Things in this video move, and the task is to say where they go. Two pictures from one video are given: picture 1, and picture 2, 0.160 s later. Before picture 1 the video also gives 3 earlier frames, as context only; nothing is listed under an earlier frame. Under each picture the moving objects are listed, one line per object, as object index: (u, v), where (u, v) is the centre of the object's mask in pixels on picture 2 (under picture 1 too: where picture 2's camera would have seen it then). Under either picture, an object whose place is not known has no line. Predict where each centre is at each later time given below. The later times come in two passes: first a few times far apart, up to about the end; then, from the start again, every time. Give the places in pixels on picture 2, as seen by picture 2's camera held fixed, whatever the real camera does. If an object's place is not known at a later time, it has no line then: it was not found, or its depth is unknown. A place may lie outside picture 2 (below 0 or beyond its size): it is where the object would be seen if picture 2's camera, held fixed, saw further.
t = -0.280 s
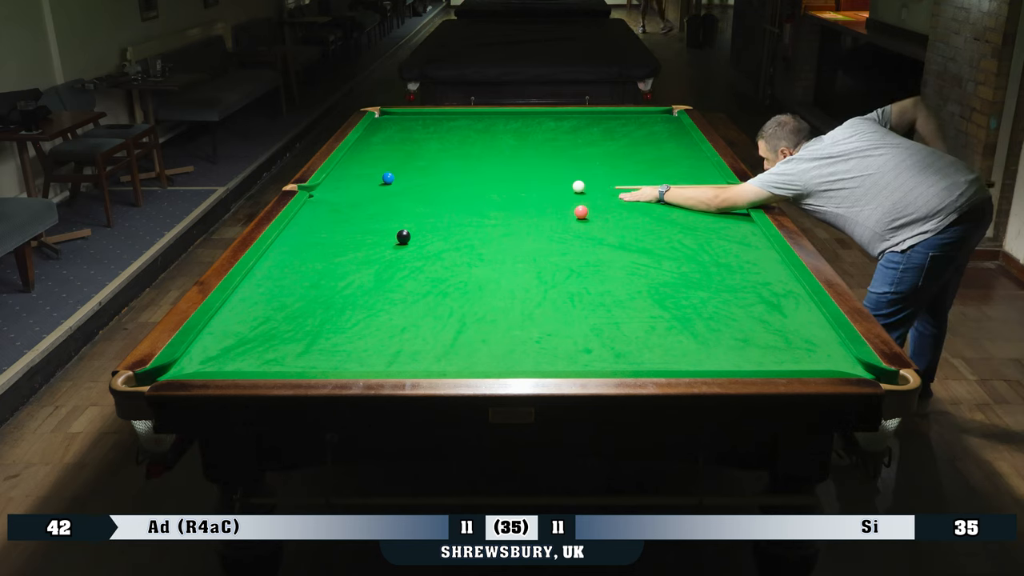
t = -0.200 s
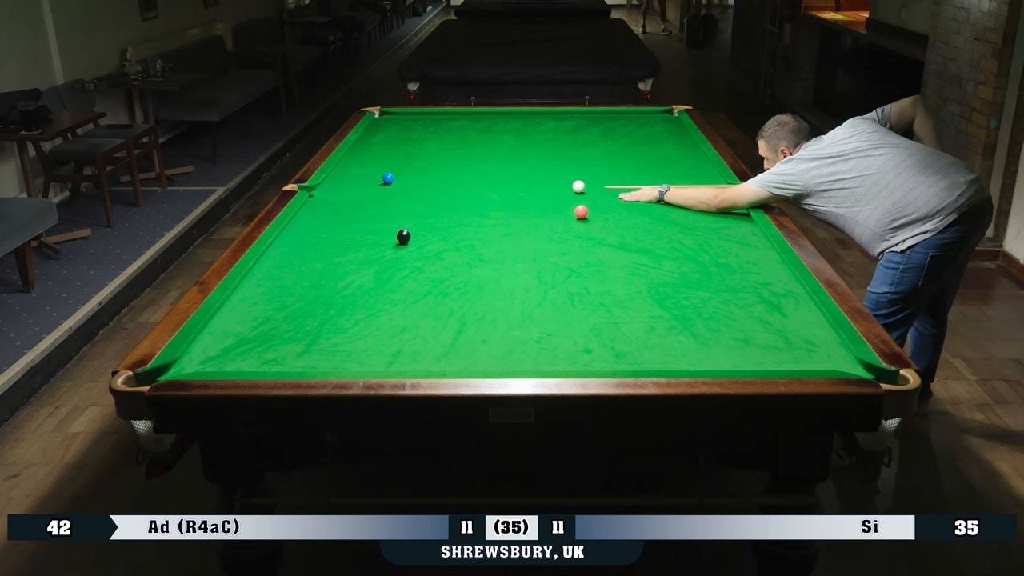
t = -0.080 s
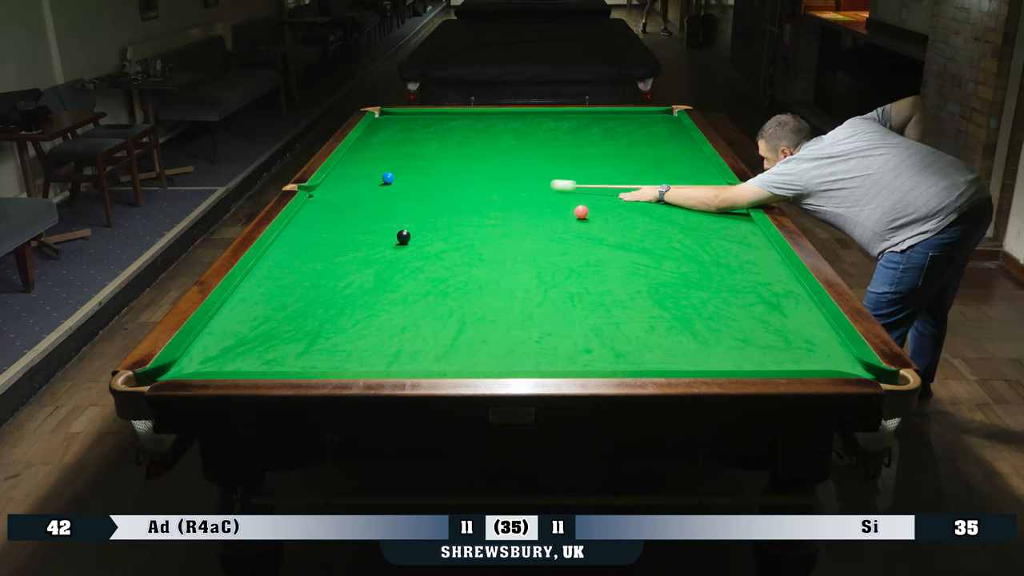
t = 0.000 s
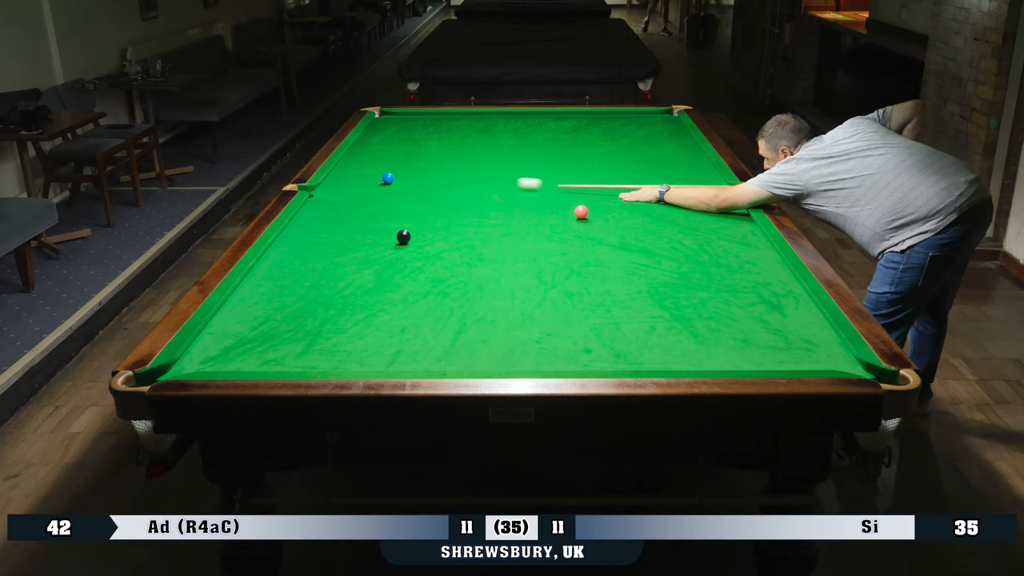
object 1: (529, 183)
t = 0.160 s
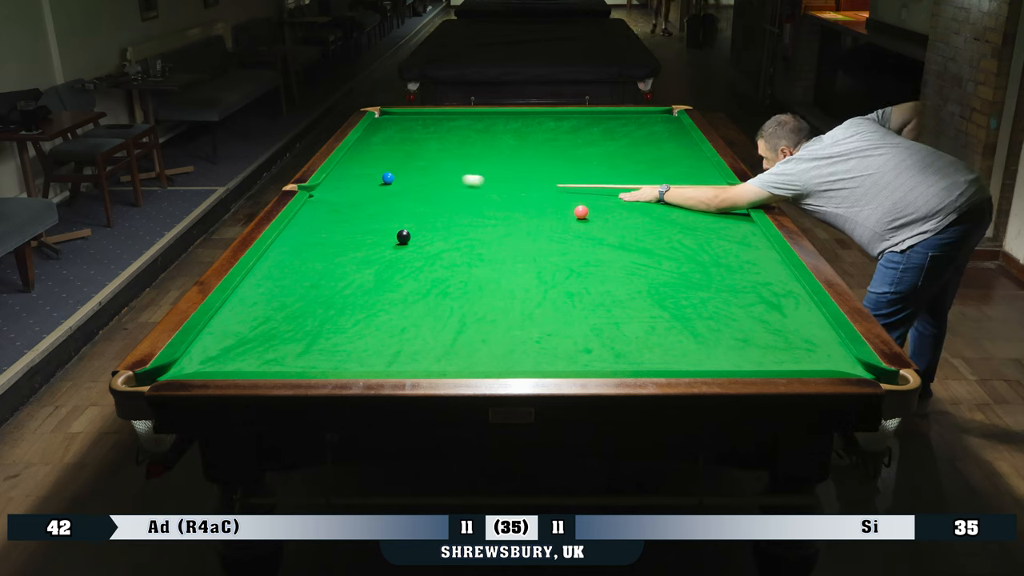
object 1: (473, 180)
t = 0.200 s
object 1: (460, 179)
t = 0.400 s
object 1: (400, 176)
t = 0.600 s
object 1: (372, 168)
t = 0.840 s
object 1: (346, 160)
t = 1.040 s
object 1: (370, 155)
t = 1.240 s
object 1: (390, 151)
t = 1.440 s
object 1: (409, 146)
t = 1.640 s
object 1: (427, 142)
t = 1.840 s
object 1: (443, 138)
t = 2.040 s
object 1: (458, 135)
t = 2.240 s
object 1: (472, 131)
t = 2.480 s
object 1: (487, 128)
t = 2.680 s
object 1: (499, 125)
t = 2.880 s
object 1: (510, 122)
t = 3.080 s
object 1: (520, 120)
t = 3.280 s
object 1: (529, 118)
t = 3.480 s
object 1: (537, 116)
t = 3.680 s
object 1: (545, 114)
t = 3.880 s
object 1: (552, 112)
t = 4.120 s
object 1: (558, 112)
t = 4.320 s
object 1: (563, 113)
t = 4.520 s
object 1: (567, 114)
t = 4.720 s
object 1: (570, 115)
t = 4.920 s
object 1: (573, 115)
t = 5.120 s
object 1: (575, 115)
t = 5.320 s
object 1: (577, 116)
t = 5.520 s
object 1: (578, 116)
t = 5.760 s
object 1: (578, 116)
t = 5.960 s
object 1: (578, 116)
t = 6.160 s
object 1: (578, 116)
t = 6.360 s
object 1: (578, 116)
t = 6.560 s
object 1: (578, 116)
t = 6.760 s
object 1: (578, 116)
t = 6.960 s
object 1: (578, 116)
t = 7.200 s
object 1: (578, 116)
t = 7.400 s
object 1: (578, 116)
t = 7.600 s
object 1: (578, 116)
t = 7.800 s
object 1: (578, 116)
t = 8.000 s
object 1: (578, 116)
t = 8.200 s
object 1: (578, 116)
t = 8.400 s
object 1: (578, 116)
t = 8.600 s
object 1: (578, 116)
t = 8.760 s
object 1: (578, 116)
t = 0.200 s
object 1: (460, 179)
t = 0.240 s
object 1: (447, 178)
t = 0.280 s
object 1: (435, 178)
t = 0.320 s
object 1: (423, 177)
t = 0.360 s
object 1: (410, 177)
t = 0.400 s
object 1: (400, 176)
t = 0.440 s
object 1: (394, 174)
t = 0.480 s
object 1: (389, 172)
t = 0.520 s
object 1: (383, 171)
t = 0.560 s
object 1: (378, 169)
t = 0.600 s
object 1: (372, 168)
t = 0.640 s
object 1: (367, 167)
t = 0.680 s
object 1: (361, 165)
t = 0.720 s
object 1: (356, 164)
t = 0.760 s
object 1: (350, 163)
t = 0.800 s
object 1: (345, 161)
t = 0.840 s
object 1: (346, 160)
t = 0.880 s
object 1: (352, 159)
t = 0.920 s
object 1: (357, 158)
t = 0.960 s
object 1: (361, 157)
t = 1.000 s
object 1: (366, 156)
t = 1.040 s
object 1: (370, 155)
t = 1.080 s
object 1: (374, 154)
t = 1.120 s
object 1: (378, 153)
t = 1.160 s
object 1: (382, 152)
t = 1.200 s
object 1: (386, 151)
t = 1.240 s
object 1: (390, 151)
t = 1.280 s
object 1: (394, 150)
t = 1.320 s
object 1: (398, 148)
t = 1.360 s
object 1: (402, 148)
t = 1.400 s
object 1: (405, 147)
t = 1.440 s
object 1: (409, 146)
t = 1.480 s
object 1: (413, 145)
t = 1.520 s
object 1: (416, 144)
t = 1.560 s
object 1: (420, 144)
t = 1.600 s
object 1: (423, 143)
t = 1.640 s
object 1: (427, 142)
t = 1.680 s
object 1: (430, 141)
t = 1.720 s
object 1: (433, 140)
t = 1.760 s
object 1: (437, 140)
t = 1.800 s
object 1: (440, 139)
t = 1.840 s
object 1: (443, 138)
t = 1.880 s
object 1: (446, 137)
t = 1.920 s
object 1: (449, 137)
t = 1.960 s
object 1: (452, 136)
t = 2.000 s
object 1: (455, 135)
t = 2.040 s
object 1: (458, 135)
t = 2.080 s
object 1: (461, 134)
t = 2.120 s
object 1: (464, 133)
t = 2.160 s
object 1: (466, 133)
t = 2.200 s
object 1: (469, 132)
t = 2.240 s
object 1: (472, 131)
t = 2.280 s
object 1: (475, 131)
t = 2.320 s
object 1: (477, 130)
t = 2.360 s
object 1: (480, 129)
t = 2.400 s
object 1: (482, 129)
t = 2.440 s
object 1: (485, 128)
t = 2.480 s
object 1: (487, 128)
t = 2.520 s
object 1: (490, 127)
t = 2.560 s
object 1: (492, 126)
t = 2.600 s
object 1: (495, 126)
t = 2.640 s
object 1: (497, 125)
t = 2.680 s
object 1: (499, 125)
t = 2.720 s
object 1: (501, 124)
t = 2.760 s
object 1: (504, 124)
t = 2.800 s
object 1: (506, 123)
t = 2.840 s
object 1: (508, 123)
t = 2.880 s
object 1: (510, 122)
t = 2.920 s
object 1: (512, 122)
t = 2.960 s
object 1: (514, 121)
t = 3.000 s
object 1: (516, 121)
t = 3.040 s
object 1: (518, 120)
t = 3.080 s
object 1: (520, 120)
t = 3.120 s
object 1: (522, 119)
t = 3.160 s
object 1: (524, 119)
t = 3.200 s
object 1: (526, 119)
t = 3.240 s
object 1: (527, 118)
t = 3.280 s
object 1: (529, 118)
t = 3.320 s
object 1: (531, 117)
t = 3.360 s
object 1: (532, 117)
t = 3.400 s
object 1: (534, 116)
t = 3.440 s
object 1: (536, 116)
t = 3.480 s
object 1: (537, 116)
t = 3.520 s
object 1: (539, 115)
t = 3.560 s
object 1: (540, 115)
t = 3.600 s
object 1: (542, 115)
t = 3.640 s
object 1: (543, 114)
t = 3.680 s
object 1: (545, 114)
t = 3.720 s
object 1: (546, 113)
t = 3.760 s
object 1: (548, 113)
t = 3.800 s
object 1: (549, 113)
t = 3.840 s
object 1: (550, 112)
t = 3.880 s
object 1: (552, 112)
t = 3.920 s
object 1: (553, 112)
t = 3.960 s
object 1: (554, 112)
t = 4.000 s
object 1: (555, 112)
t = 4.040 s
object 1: (556, 112)
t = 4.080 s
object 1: (557, 112)
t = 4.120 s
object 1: (558, 112)
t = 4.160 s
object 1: (559, 113)
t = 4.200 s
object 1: (560, 113)
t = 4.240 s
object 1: (561, 113)
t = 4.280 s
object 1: (562, 113)
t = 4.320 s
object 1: (563, 113)
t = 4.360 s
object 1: (564, 113)
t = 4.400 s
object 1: (564, 113)
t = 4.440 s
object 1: (565, 114)
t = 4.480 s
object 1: (566, 114)
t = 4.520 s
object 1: (567, 114)
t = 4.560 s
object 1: (568, 114)
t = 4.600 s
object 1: (568, 114)
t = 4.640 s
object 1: (569, 114)
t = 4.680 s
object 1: (569, 114)
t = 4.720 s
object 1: (570, 115)
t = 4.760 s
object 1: (571, 115)
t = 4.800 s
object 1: (571, 115)
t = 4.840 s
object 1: (572, 115)
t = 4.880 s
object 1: (572, 115)
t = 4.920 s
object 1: (573, 115)
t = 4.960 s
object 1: (573, 115)
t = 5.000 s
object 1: (574, 115)
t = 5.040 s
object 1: (574, 115)
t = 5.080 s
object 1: (575, 115)
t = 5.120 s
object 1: (575, 115)
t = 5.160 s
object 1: (575, 116)
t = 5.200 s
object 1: (576, 116)
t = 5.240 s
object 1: (576, 116)
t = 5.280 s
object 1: (576, 116)
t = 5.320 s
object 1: (577, 116)
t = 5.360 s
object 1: (577, 116)
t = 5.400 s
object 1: (577, 116)
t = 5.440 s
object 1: (577, 116)
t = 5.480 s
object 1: (578, 116)
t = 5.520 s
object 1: (578, 116)
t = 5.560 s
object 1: (578, 116)
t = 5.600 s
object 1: (578, 116)
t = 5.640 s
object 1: (578, 116)
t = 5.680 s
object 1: (578, 116)
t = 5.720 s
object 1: (578, 116)
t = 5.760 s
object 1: (578, 116)
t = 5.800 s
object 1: (578, 116)
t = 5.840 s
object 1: (578, 116)
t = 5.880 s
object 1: (578, 116)
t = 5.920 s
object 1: (578, 116)
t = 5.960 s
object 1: (578, 116)
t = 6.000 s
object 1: (578, 116)
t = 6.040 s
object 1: (578, 116)
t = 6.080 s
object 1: (578, 116)
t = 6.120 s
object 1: (578, 116)
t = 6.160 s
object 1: (578, 116)
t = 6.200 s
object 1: (578, 116)
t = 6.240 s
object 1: (578, 116)
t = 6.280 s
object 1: (578, 116)
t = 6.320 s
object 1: (578, 116)
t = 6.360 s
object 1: (578, 116)
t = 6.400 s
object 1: (578, 116)
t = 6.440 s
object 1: (578, 116)
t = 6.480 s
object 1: (578, 116)
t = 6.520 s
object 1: (578, 116)
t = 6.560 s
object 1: (578, 116)
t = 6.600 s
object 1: (578, 116)
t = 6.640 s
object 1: (578, 116)
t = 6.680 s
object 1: (578, 116)
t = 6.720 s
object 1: (578, 116)
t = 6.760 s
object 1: (578, 116)
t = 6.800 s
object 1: (578, 116)
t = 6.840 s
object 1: (578, 116)
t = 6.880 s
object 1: (578, 116)
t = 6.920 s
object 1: (578, 116)
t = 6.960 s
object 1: (578, 116)
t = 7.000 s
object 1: (578, 116)
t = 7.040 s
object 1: (578, 116)
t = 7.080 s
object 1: (578, 116)
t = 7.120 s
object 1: (578, 116)
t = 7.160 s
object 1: (578, 116)
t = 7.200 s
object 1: (578, 116)
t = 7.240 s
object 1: (578, 116)
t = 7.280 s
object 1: (578, 116)
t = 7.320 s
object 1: (578, 116)
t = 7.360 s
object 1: (578, 116)
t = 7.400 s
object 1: (578, 116)
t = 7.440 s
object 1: (578, 116)
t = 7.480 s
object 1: (578, 116)
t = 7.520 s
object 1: (578, 116)
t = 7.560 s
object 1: (578, 116)
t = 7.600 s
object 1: (578, 116)
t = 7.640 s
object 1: (578, 116)
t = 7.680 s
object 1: (578, 116)
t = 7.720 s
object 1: (578, 116)
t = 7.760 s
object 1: (578, 116)
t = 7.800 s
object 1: (578, 116)
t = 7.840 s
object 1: (578, 116)
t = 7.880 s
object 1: (578, 116)
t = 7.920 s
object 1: (578, 116)
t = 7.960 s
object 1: (578, 116)
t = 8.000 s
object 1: (578, 116)
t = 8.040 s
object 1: (578, 116)
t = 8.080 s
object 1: (578, 116)
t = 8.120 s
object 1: (578, 116)
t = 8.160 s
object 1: (578, 116)
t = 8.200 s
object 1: (578, 116)
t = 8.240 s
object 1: (578, 116)
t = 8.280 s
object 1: (578, 116)
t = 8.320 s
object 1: (578, 116)
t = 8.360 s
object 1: (578, 116)
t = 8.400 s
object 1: (578, 116)
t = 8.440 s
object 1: (578, 116)
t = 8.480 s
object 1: (578, 116)
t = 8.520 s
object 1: (578, 116)
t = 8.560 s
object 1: (578, 116)
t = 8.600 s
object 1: (578, 116)
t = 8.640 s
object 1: (578, 116)
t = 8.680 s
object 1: (578, 116)
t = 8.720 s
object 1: (578, 116)
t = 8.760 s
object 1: (578, 116)
